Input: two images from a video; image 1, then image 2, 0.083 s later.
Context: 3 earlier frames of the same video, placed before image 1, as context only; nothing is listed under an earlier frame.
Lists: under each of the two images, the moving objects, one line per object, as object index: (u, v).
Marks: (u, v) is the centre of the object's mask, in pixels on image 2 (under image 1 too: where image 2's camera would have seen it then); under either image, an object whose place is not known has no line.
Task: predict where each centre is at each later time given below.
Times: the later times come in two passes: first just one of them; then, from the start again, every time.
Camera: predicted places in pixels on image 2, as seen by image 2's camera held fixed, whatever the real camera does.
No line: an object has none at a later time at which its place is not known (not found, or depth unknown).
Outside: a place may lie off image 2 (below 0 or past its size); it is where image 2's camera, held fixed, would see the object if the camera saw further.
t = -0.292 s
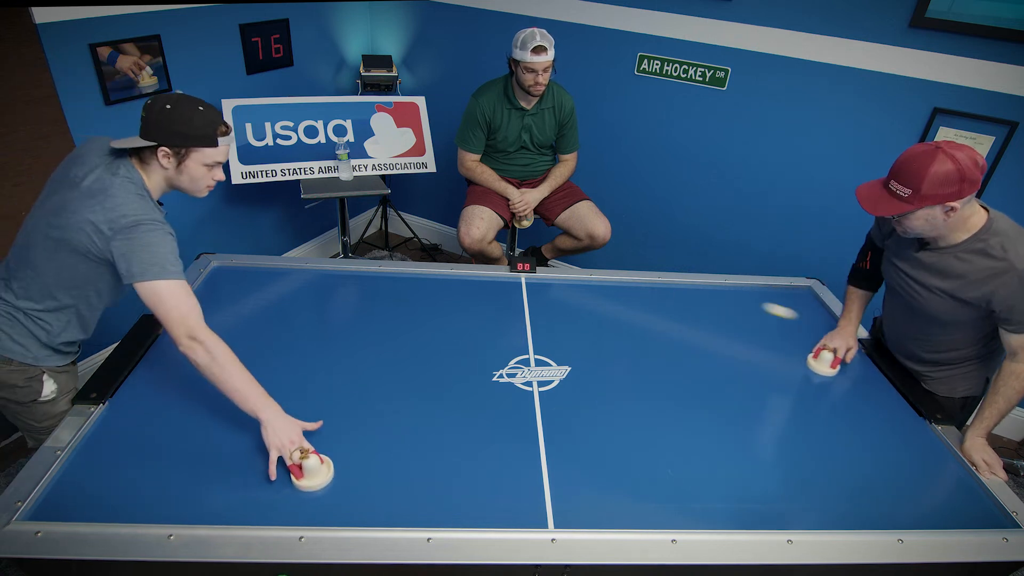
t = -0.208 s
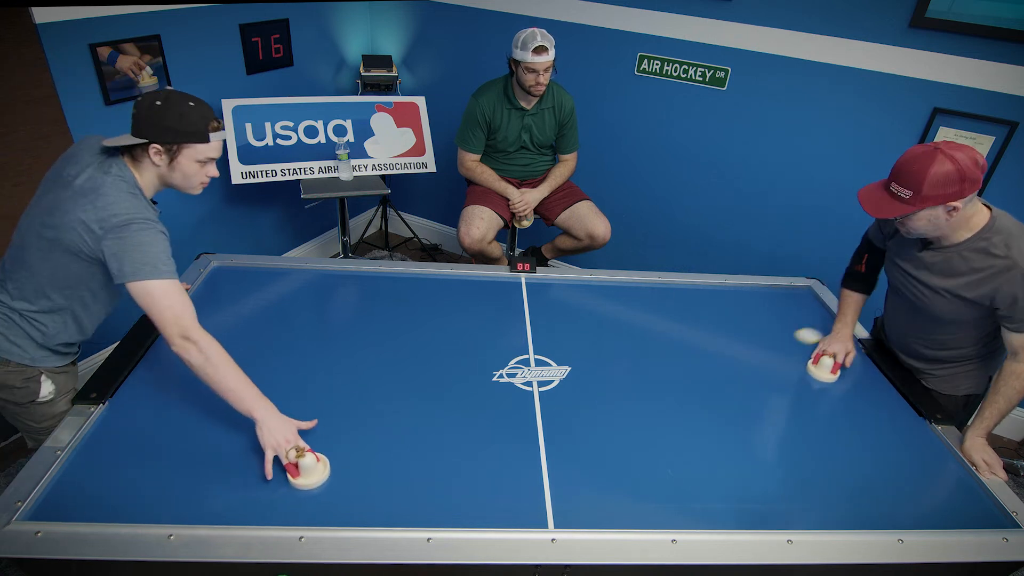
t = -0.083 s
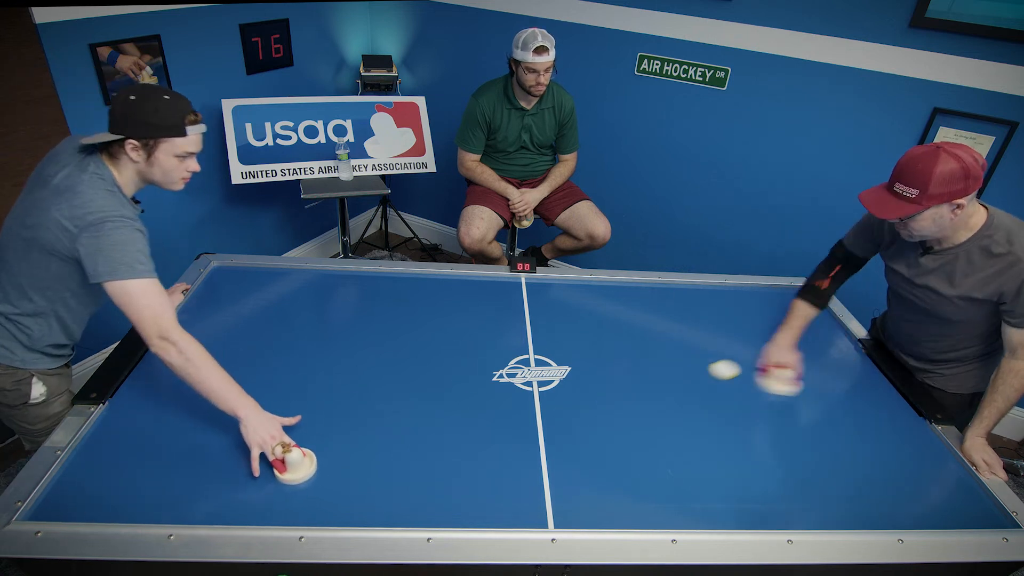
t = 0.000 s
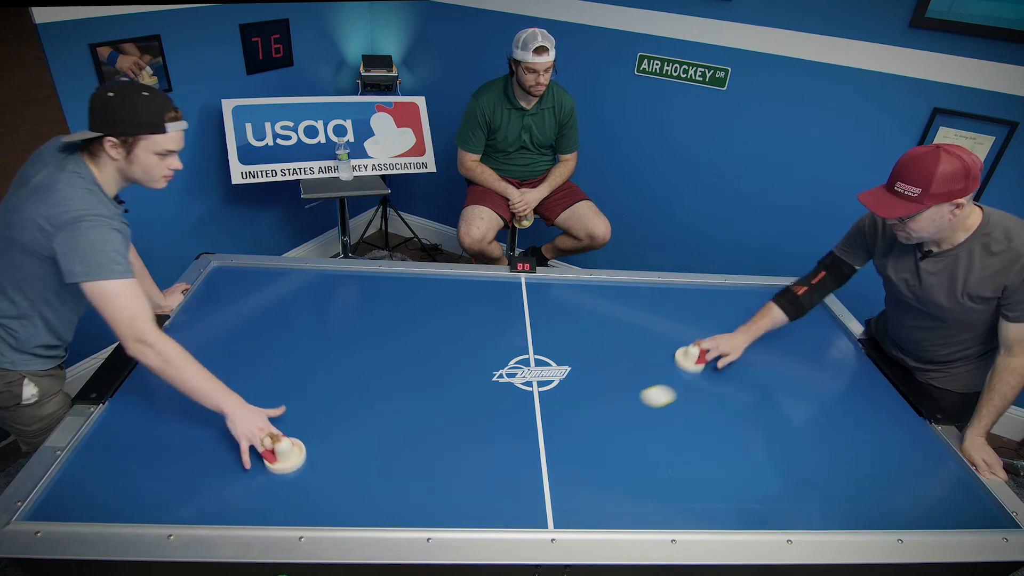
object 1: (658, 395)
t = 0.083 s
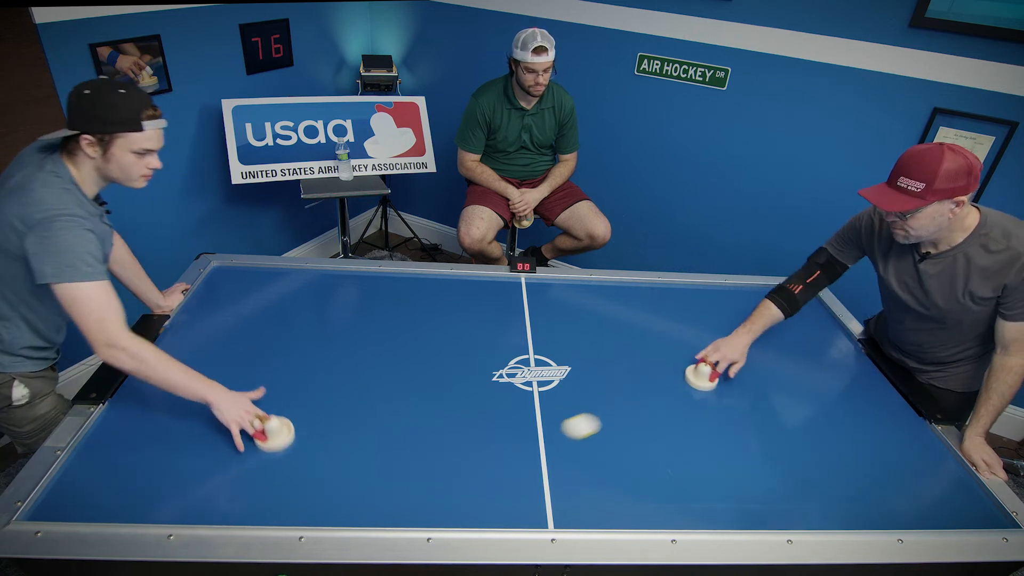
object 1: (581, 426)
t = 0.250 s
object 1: (384, 502)
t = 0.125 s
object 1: (538, 443)
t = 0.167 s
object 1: (491, 461)
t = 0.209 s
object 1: (440, 481)
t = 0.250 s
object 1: (384, 502)
